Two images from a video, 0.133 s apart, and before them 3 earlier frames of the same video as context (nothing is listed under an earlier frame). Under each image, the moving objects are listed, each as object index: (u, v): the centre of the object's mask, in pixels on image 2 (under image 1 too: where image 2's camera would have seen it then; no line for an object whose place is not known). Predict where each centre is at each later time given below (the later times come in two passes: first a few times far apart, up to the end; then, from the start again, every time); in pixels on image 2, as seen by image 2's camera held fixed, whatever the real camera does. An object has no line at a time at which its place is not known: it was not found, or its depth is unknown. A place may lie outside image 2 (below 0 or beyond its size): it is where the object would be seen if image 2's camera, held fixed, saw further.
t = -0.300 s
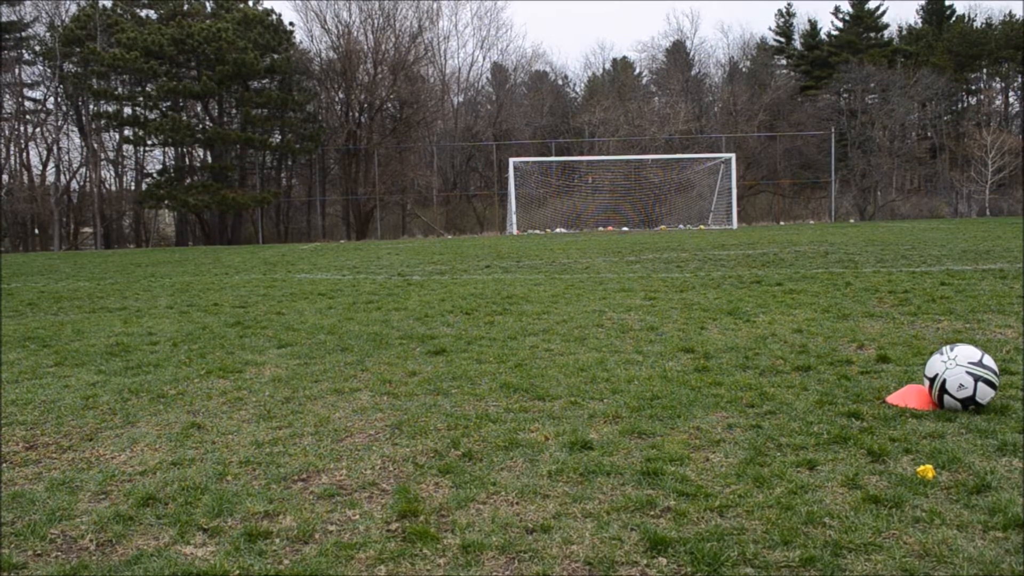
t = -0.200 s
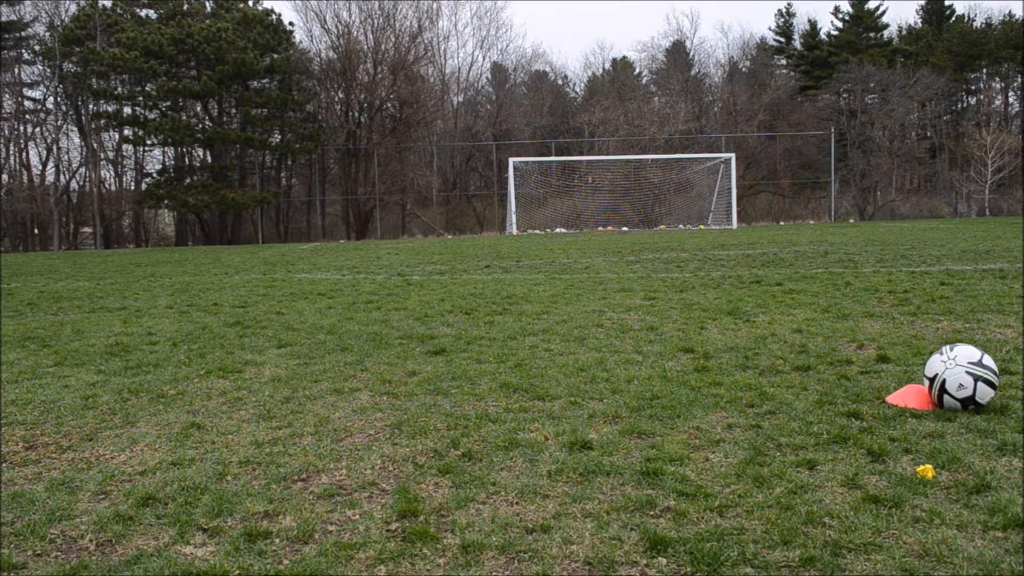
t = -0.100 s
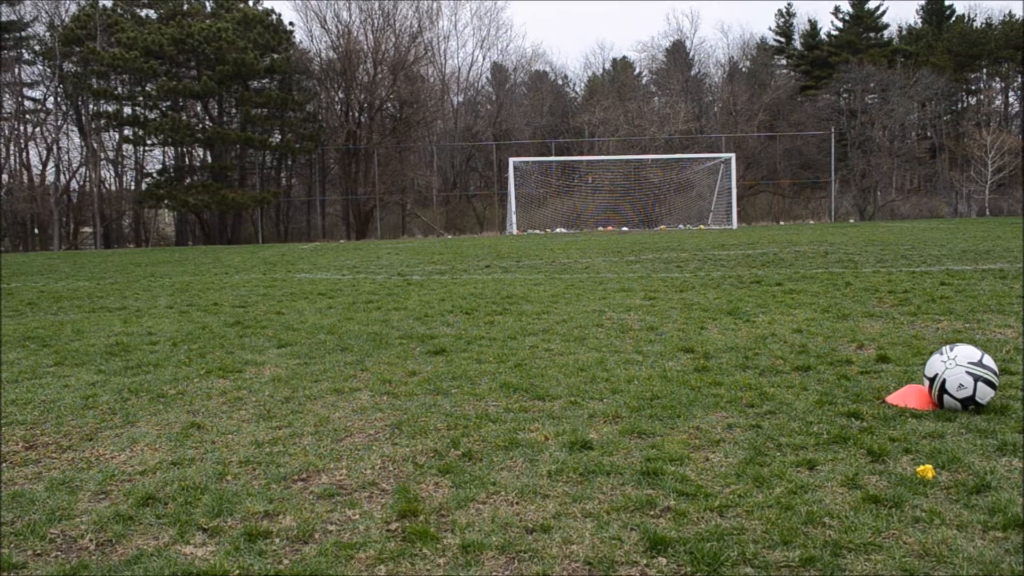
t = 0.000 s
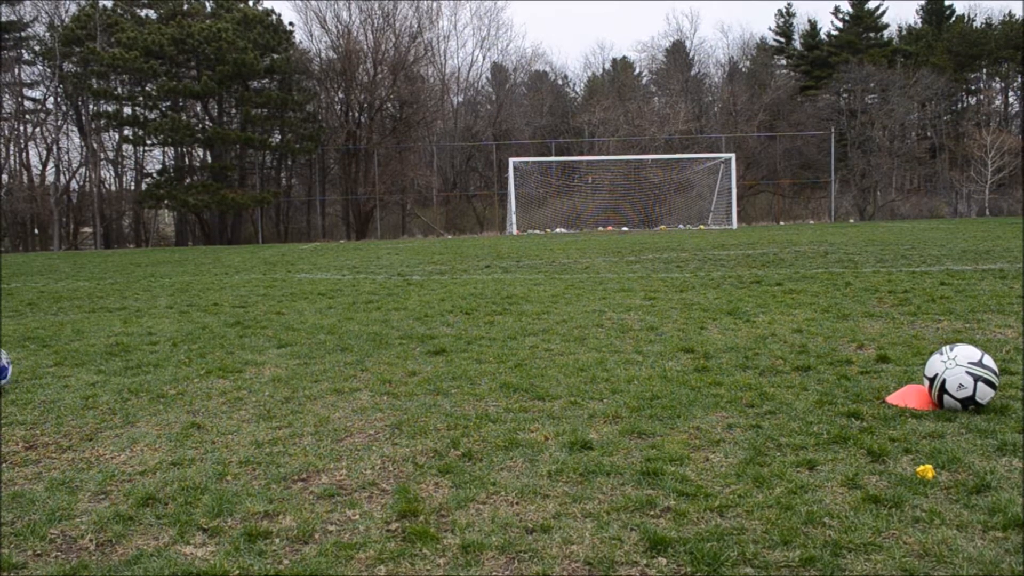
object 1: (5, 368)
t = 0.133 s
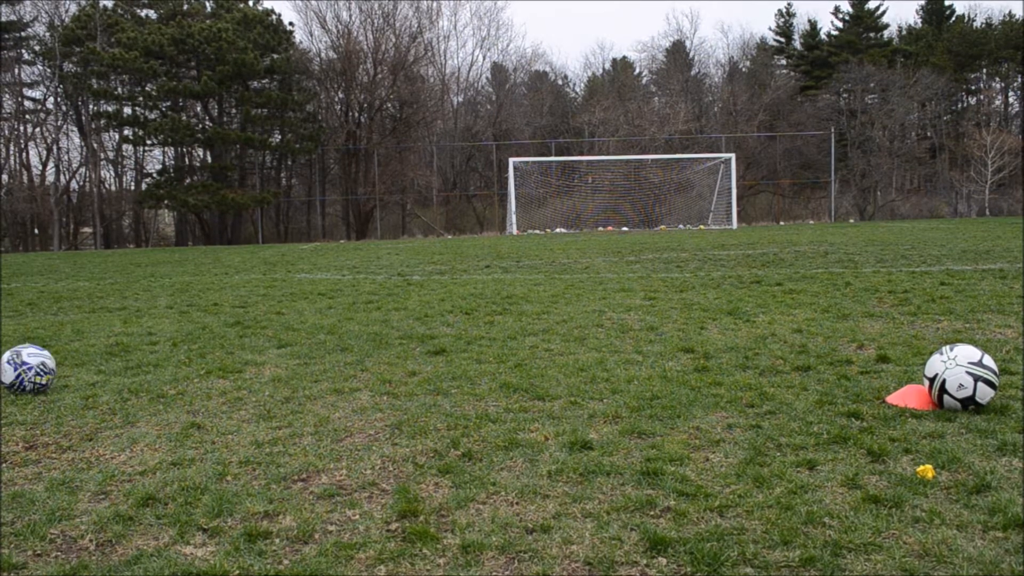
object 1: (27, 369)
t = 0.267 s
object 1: (68, 370)
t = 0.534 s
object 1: (143, 368)
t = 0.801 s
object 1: (209, 367)
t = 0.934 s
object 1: (236, 364)
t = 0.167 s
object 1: (38, 370)
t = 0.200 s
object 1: (48, 371)
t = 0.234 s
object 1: (58, 370)
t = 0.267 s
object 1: (68, 370)
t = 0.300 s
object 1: (77, 369)
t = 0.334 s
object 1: (87, 369)
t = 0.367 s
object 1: (97, 370)
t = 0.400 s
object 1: (106, 369)
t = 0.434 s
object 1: (115, 367)
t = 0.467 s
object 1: (124, 366)
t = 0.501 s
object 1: (134, 367)
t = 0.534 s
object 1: (143, 368)
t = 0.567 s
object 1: (152, 369)
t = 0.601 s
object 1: (161, 369)
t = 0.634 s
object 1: (170, 368)
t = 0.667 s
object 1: (179, 368)
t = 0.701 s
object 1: (187, 368)
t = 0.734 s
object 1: (195, 368)
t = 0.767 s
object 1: (203, 367)
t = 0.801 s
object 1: (209, 367)
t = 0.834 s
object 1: (217, 366)
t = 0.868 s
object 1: (223, 366)
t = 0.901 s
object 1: (230, 365)
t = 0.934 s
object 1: (236, 364)
